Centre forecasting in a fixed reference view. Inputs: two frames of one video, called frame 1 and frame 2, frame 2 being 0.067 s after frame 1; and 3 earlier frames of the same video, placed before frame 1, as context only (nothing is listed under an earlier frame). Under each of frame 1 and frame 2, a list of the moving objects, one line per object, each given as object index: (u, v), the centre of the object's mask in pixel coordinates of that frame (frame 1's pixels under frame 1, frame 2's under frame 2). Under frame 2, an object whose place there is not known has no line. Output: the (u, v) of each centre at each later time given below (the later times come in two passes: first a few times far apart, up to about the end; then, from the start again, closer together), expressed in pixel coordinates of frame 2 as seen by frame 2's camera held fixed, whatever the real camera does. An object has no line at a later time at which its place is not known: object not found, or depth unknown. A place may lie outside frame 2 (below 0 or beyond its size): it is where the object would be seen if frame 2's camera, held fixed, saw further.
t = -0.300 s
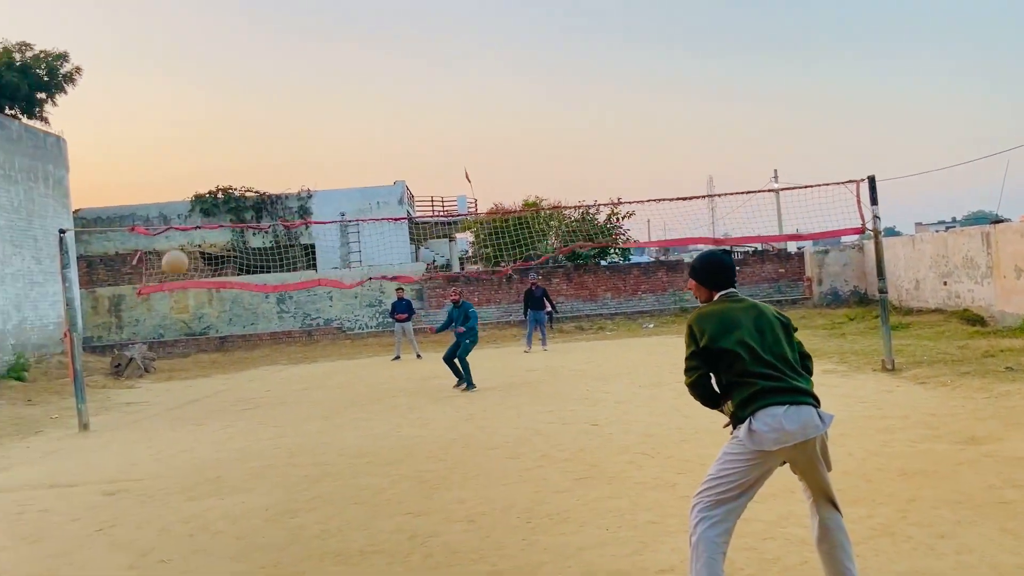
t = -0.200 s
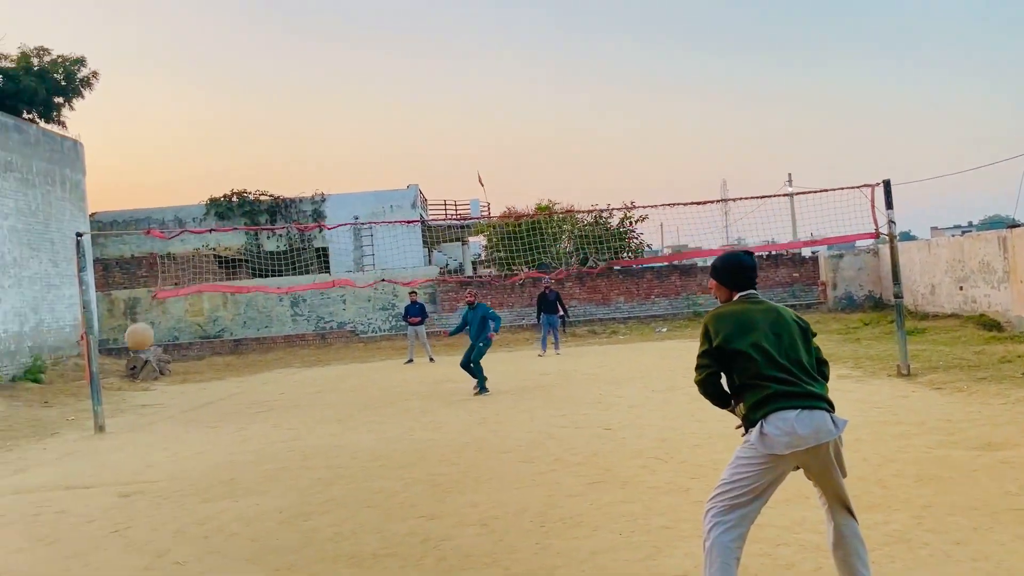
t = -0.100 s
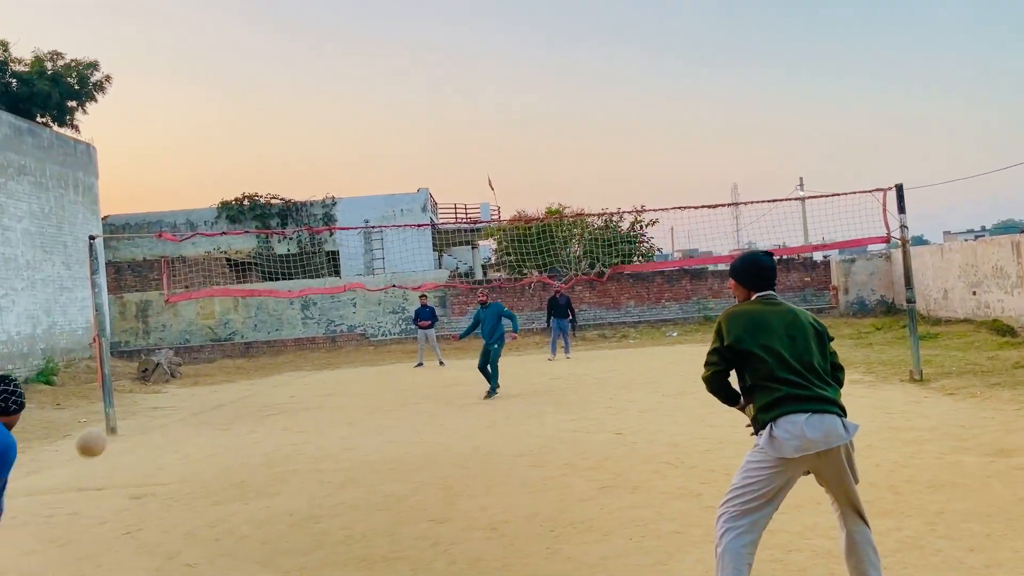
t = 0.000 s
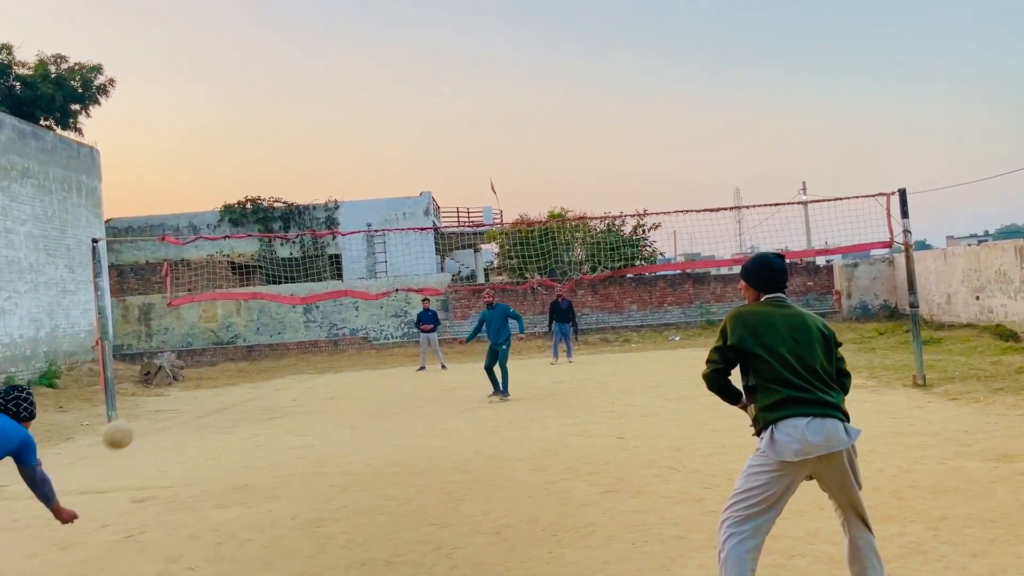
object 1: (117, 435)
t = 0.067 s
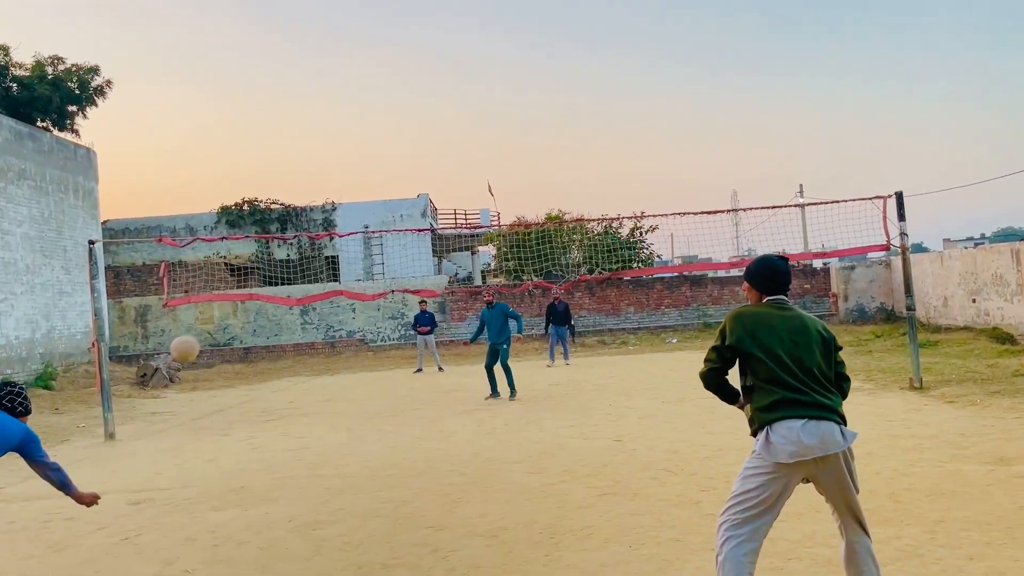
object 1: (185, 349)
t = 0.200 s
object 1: (296, 230)
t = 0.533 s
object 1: (476, 113)
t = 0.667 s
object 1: (527, 107)
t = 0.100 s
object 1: (216, 313)
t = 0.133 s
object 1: (245, 282)
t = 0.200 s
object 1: (296, 230)
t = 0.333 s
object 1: (380, 160)
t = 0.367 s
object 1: (399, 148)
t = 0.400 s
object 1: (416, 138)
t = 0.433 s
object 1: (432, 130)
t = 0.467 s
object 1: (447, 123)
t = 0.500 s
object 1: (462, 117)
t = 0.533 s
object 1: (476, 113)
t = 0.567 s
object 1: (490, 110)
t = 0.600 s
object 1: (502, 108)
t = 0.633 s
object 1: (515, 108)
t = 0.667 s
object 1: (527, 107)
